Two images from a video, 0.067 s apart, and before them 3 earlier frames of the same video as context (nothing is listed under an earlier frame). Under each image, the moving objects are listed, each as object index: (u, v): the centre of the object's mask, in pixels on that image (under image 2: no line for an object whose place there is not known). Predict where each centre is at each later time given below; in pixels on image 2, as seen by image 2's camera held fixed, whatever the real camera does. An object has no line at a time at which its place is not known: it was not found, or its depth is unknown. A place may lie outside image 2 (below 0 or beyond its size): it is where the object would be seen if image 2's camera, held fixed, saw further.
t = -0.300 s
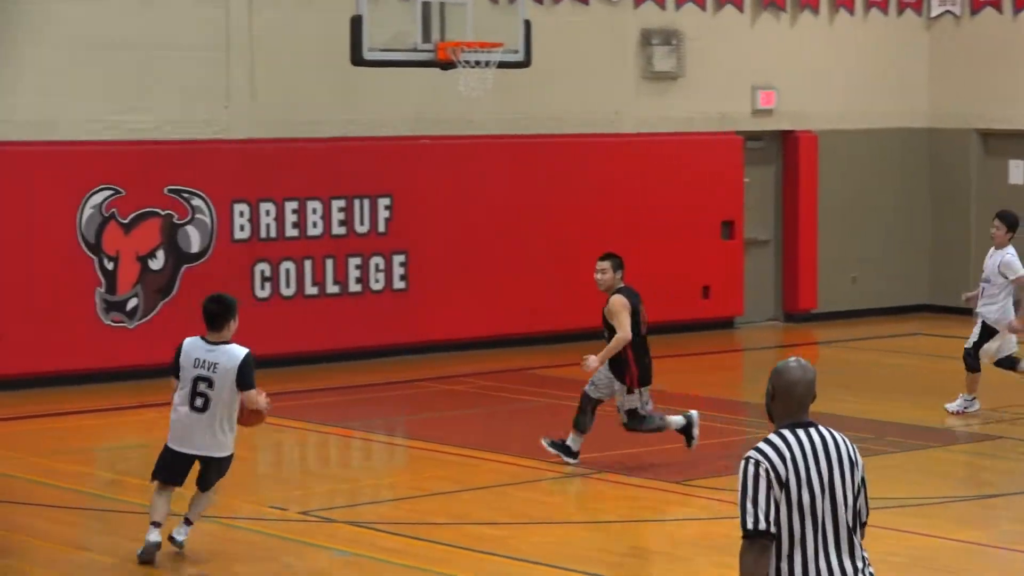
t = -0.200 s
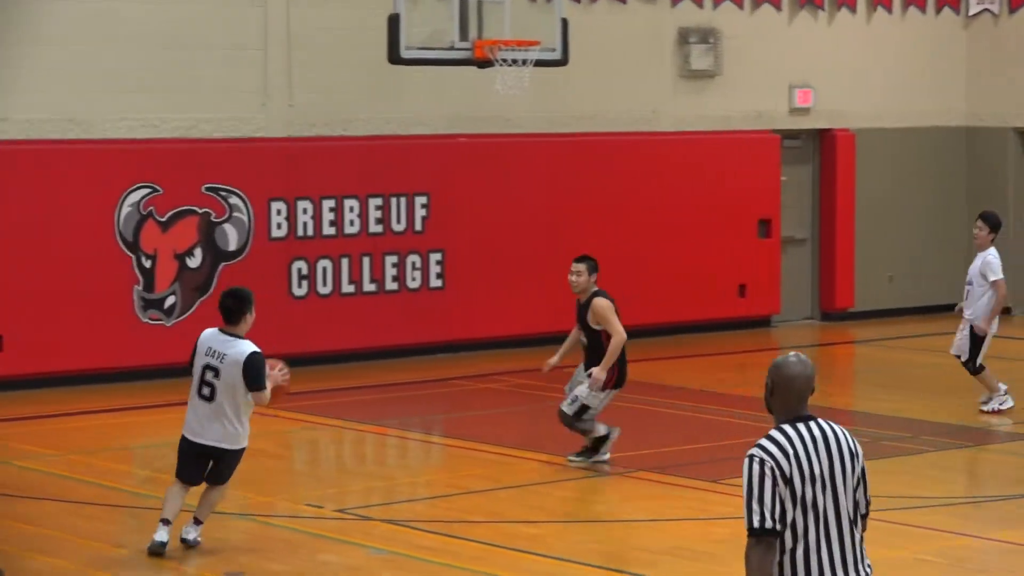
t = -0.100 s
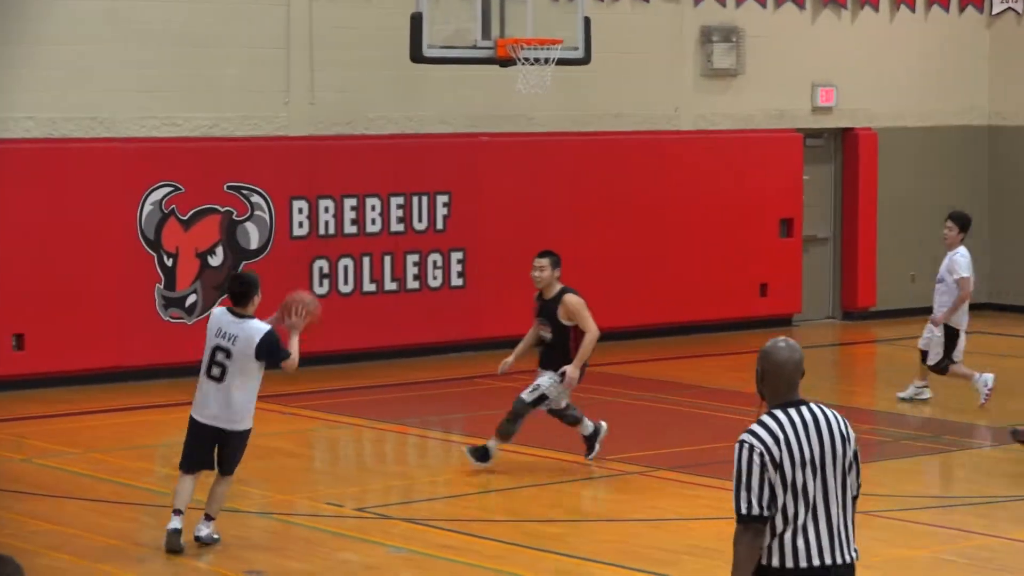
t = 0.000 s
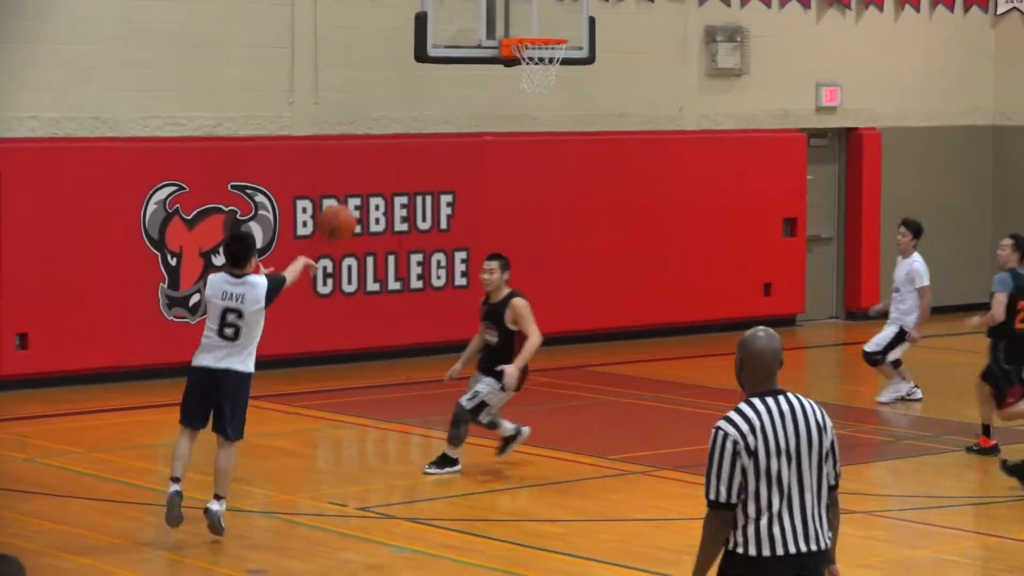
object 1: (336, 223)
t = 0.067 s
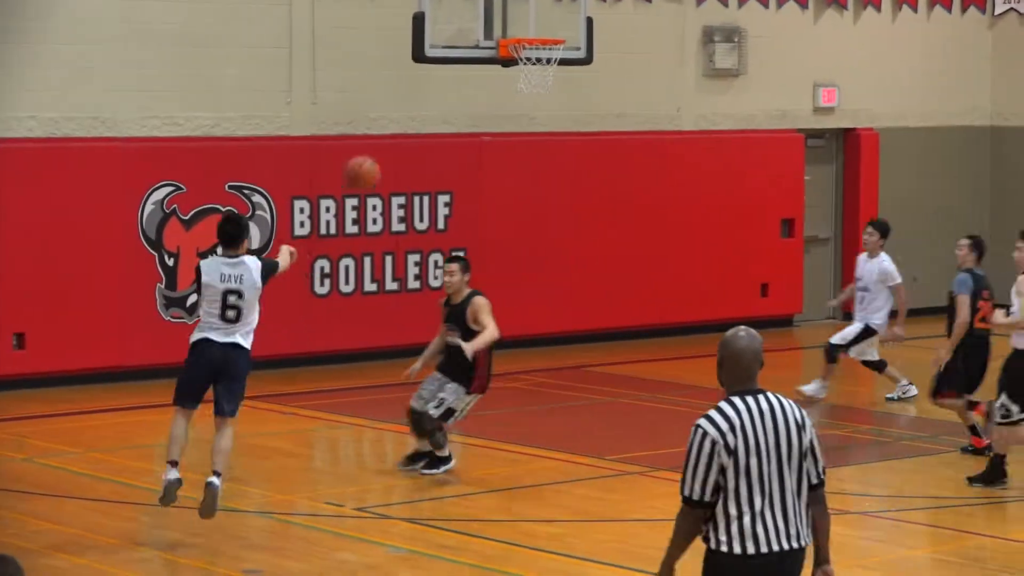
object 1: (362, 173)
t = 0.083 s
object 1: (367, 164)
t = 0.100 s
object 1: (374, 152)
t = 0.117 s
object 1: (380, 143)
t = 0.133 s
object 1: (387, 135)
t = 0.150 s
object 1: (393, 126)
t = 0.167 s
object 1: (399, 119)
